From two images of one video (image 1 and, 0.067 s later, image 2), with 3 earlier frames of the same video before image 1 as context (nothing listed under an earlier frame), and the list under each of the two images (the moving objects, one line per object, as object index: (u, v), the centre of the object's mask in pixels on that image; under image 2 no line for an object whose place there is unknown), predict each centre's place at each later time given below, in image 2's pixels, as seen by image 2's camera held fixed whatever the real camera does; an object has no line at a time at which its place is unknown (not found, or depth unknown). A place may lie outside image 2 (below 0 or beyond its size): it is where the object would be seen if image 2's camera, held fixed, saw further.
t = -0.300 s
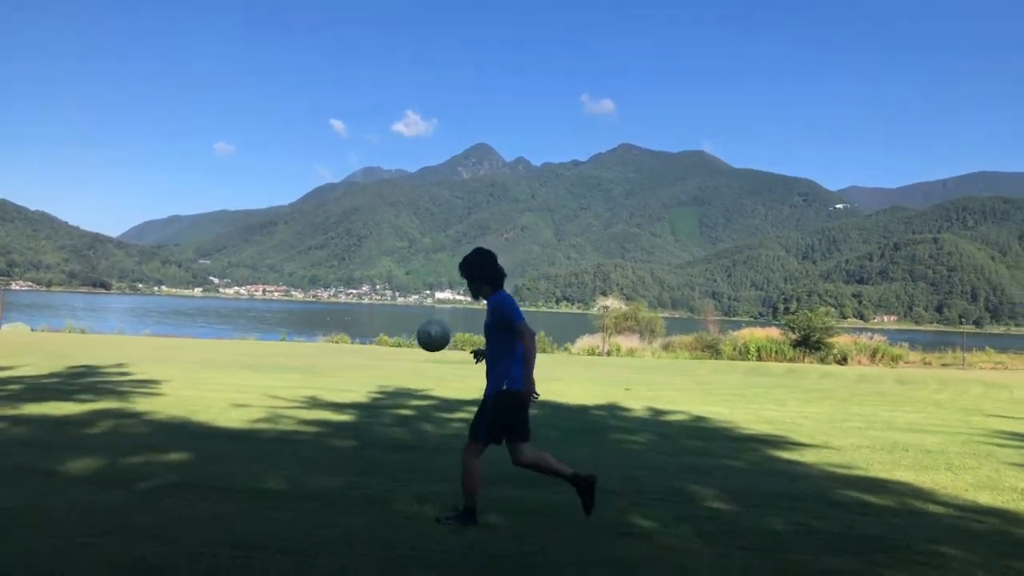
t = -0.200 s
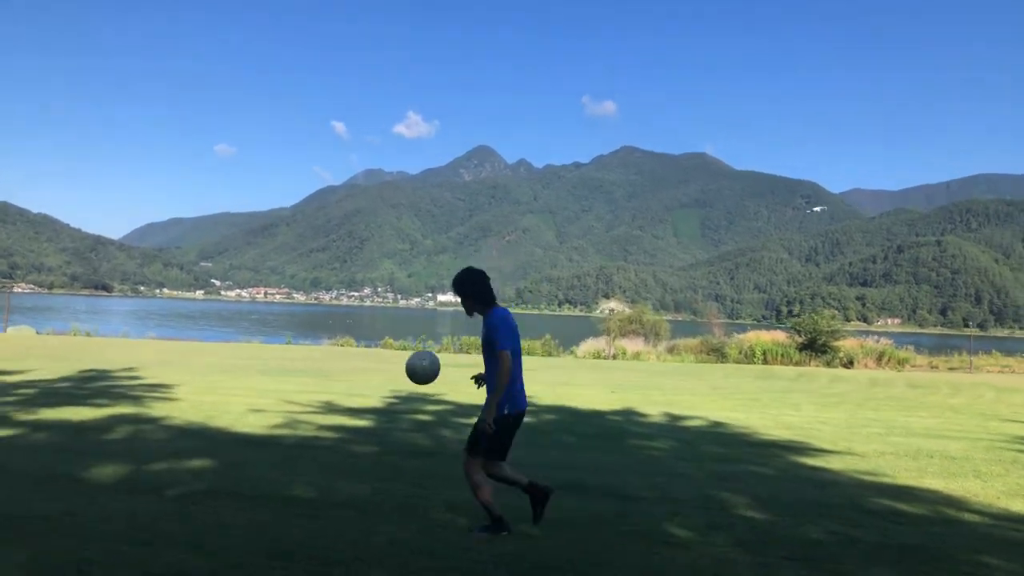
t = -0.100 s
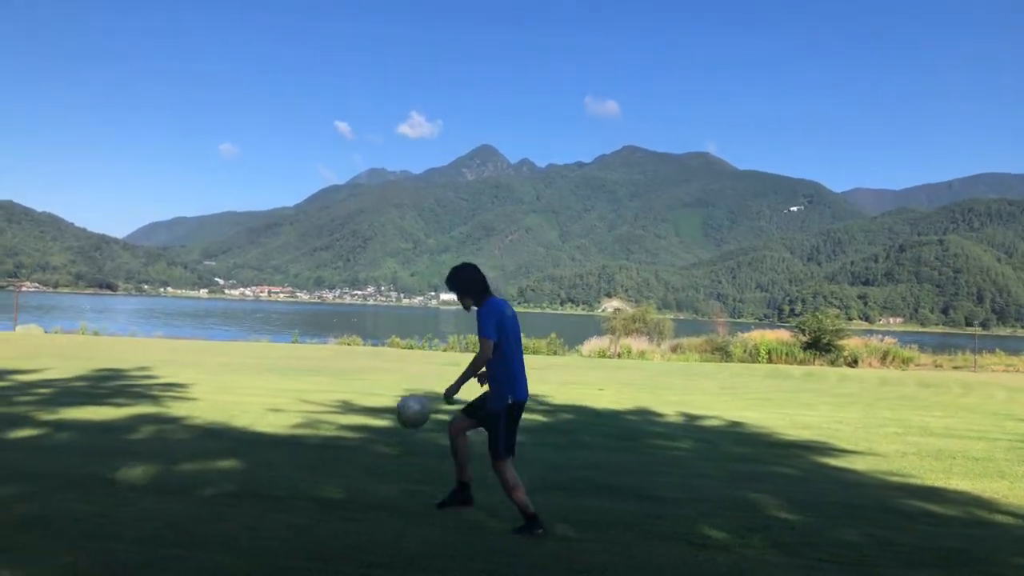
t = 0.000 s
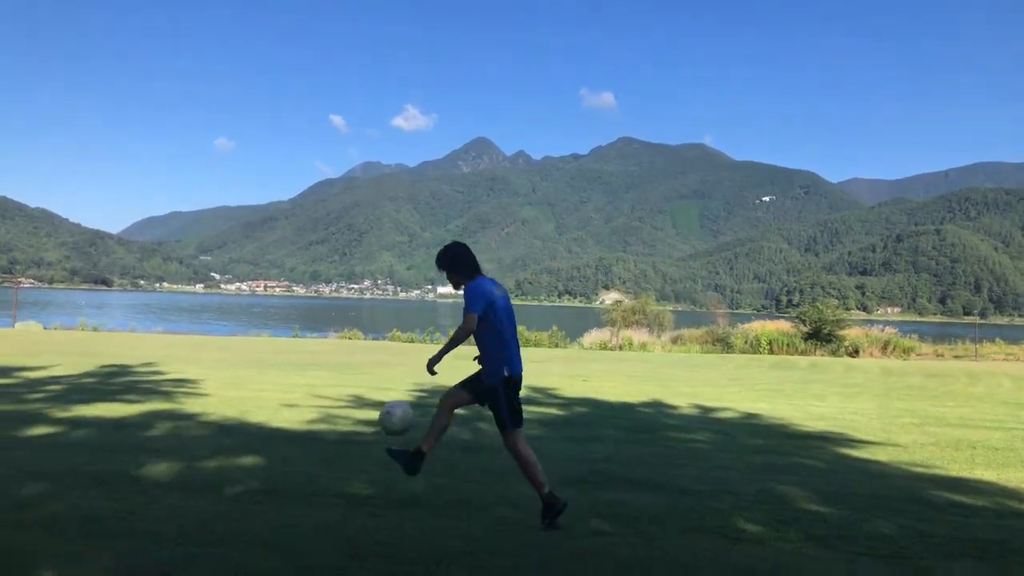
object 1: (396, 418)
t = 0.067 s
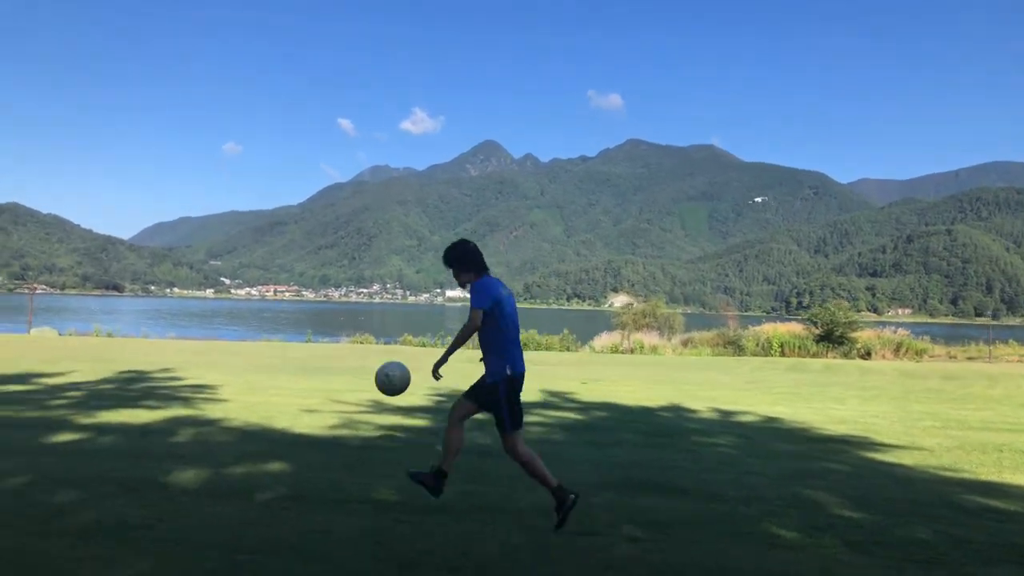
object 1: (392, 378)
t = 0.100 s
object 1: (379, 358)
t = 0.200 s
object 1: (357, 312)
